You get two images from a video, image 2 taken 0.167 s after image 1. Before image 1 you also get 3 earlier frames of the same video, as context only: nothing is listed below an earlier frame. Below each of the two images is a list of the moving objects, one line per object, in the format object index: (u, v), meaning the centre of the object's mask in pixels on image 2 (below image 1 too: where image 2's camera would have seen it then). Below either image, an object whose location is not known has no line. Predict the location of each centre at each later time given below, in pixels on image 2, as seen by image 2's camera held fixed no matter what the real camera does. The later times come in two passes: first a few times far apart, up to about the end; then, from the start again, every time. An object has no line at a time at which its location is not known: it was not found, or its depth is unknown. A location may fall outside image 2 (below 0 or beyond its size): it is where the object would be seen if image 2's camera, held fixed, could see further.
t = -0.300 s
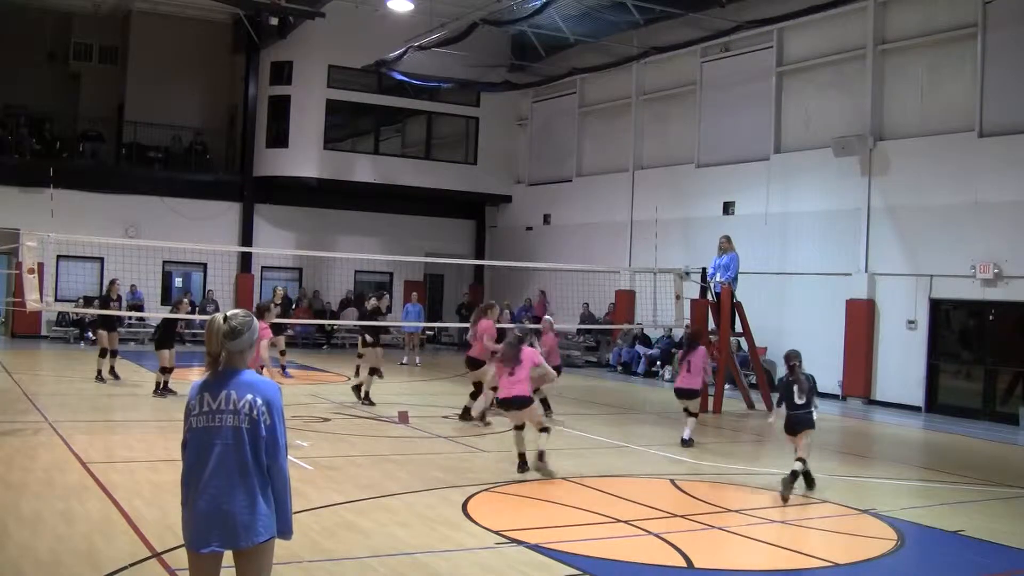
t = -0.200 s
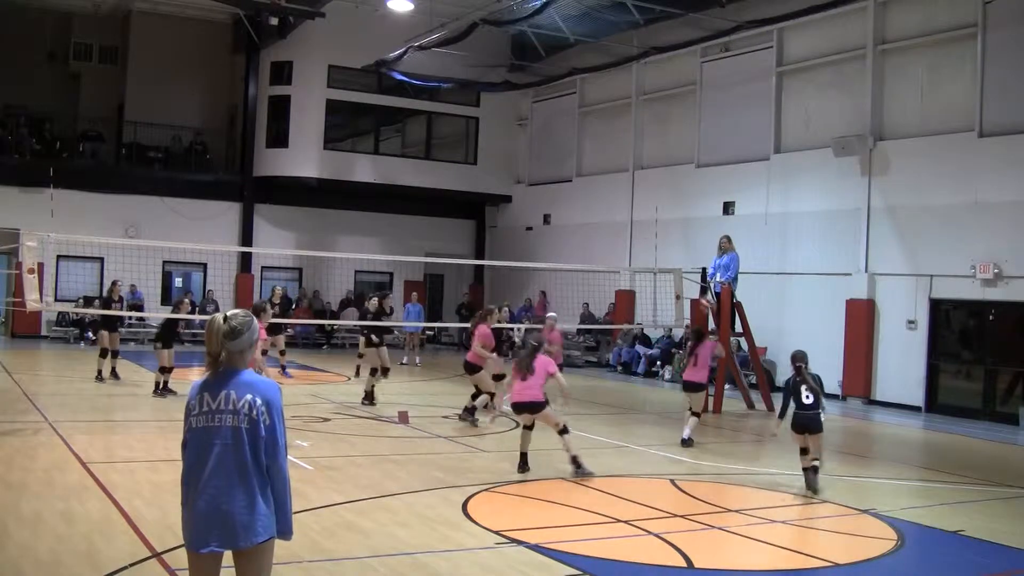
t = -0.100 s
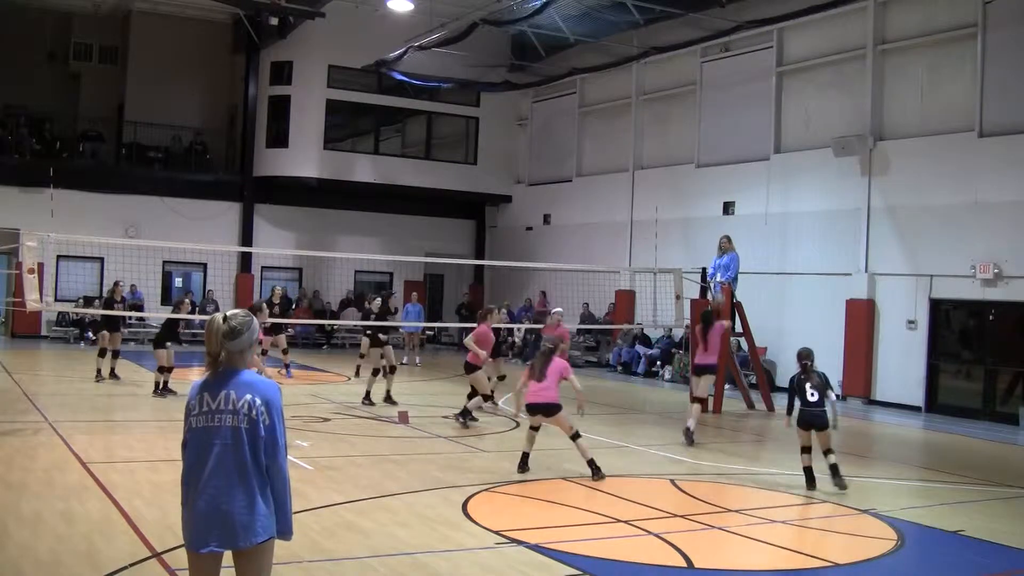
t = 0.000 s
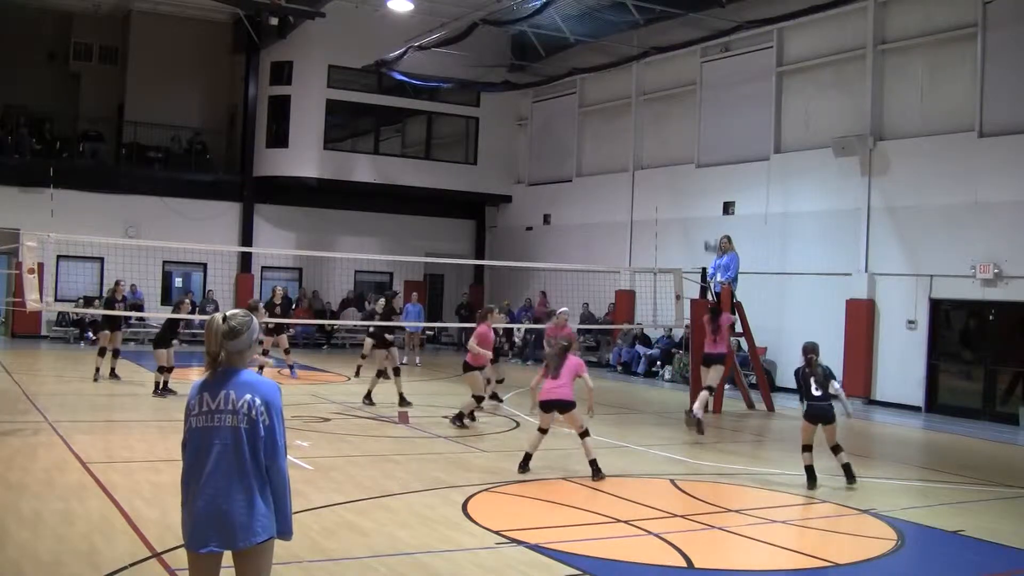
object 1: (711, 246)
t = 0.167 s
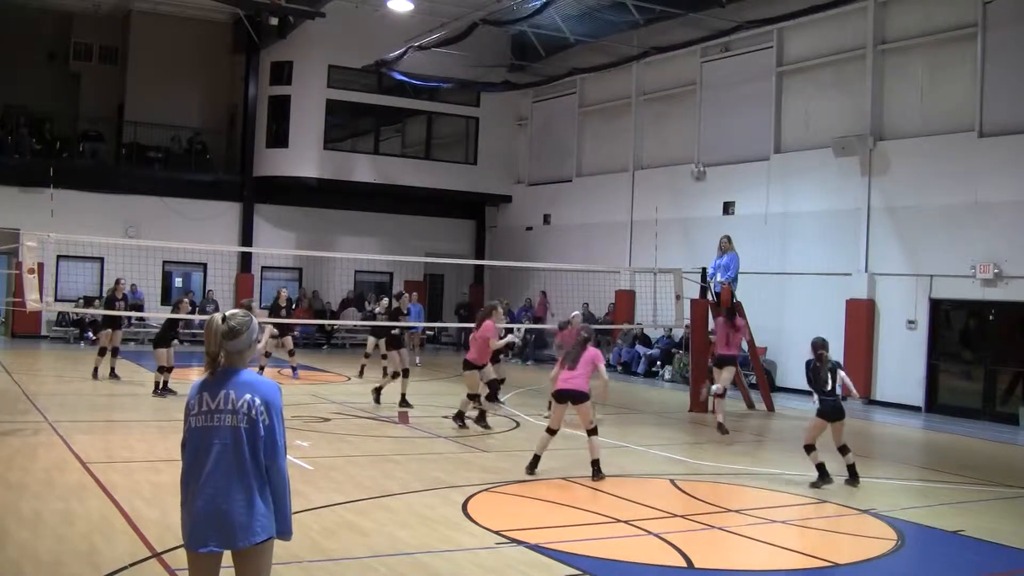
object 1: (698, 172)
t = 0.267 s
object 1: (689, 138)
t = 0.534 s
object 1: (668, 87)
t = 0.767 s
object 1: (648, 86)
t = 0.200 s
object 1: (697, 158)
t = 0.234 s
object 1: (693, 149)
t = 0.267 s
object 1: (689, 138)
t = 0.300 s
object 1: (686, 129)
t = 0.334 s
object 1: (684, 121)
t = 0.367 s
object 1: (683, 113)
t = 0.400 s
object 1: (682, 106)
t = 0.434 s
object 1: (677, 102)
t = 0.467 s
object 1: (674, 97)
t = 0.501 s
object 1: (672, 93)
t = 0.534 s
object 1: (668, 87)
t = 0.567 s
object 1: (666, 86)
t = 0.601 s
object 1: (664, 85)
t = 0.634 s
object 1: (660, 85)
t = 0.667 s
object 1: (657, 82)
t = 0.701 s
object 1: (654, 84)
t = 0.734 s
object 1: (652, 84)
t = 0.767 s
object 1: (648, 86)
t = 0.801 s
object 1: (645, 90)
